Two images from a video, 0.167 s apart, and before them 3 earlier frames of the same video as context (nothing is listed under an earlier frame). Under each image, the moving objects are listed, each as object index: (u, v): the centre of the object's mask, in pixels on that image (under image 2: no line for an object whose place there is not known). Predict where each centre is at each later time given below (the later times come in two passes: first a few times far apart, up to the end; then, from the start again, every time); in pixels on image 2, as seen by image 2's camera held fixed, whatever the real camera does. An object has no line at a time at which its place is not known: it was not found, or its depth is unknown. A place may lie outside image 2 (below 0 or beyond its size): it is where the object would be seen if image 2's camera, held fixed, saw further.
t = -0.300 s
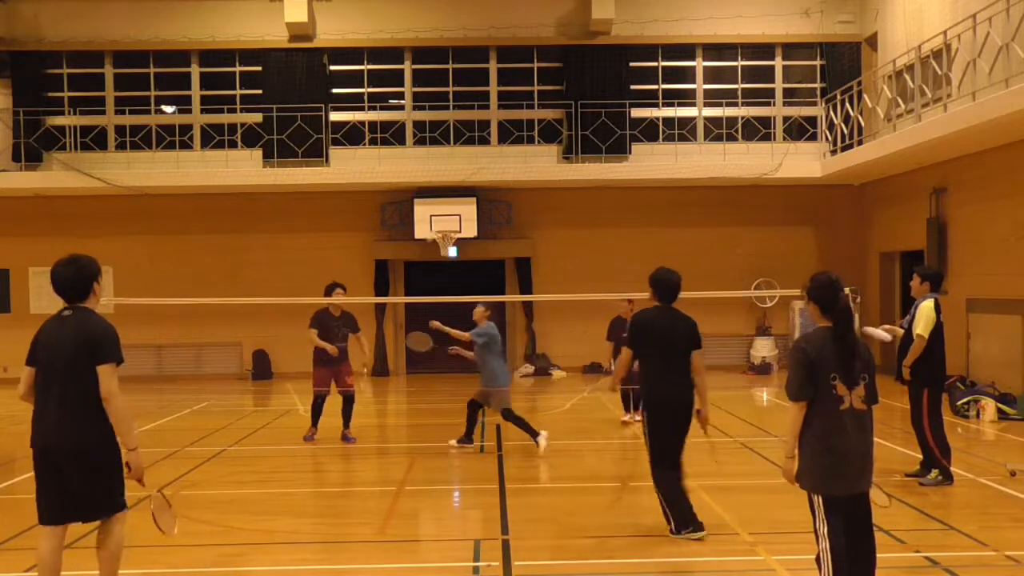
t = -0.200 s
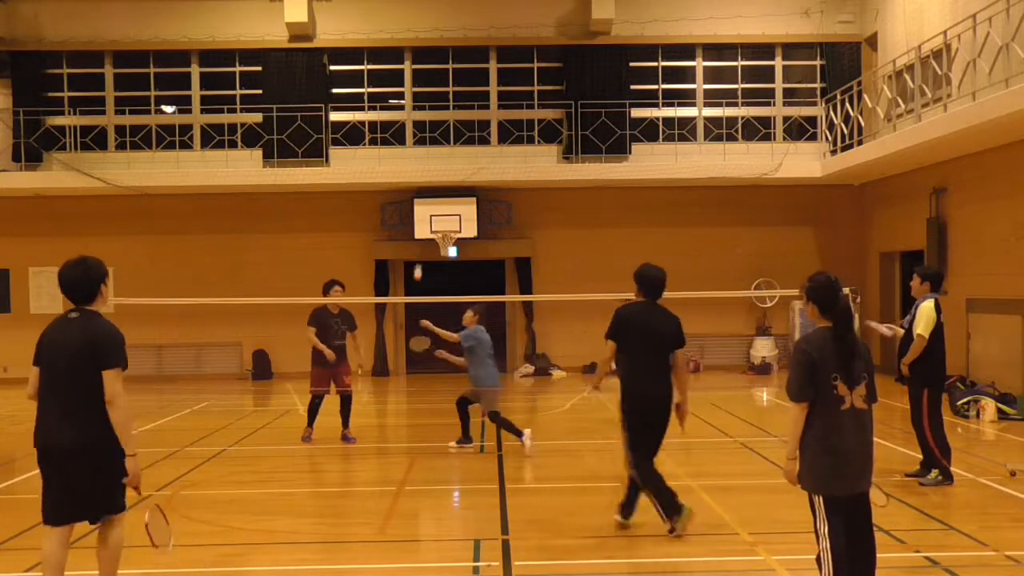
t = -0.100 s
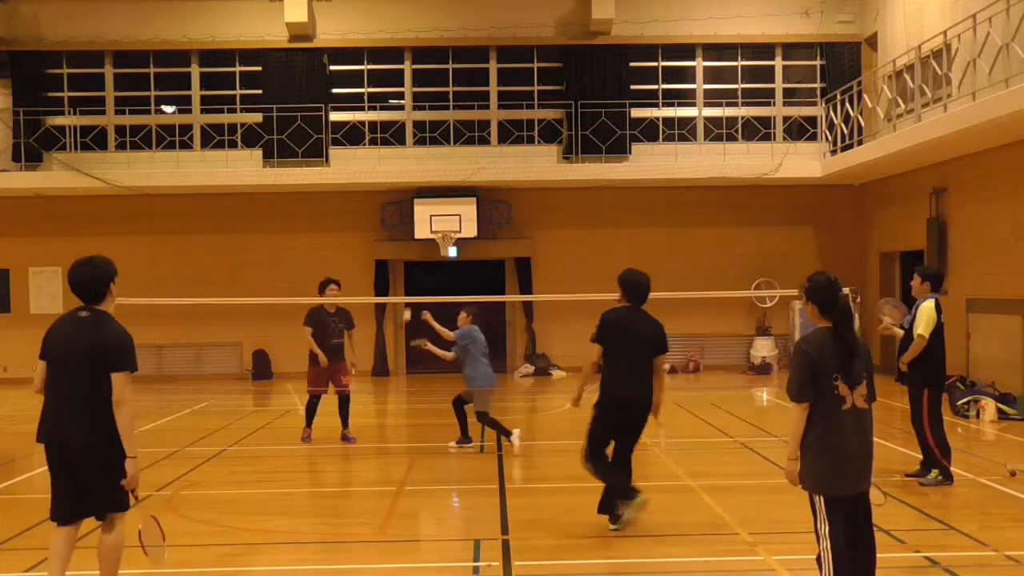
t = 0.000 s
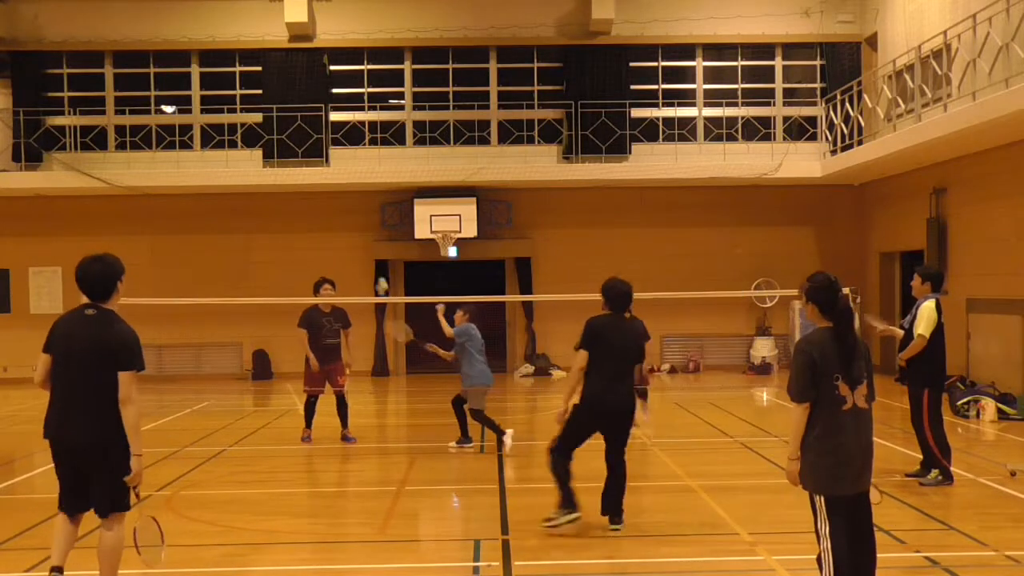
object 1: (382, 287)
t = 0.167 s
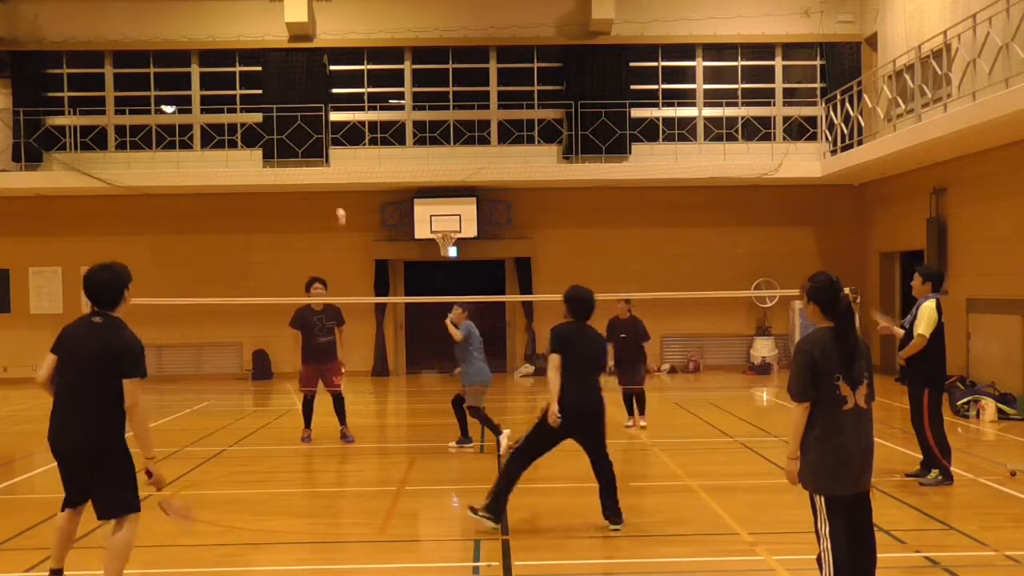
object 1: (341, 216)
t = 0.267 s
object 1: (318, 193)
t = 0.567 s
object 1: (257, 206)
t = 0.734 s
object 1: (224, 259)
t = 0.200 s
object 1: (333, 206)
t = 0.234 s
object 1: (326, 198)
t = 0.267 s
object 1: (318, 193)
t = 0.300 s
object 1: (311, 190)
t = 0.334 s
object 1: (304, 188)
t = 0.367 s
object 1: (297, 187)
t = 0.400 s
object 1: (290, 187)
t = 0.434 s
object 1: (282, 188)
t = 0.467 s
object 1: (276, 190)
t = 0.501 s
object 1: (269, 192)
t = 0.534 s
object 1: (263, 198)
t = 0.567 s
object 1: (257, 206)
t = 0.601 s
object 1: (251, 214)
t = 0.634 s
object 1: (242, 221)
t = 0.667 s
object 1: (235, 231)
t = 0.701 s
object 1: (229, 243)
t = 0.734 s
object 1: (224, 259)
